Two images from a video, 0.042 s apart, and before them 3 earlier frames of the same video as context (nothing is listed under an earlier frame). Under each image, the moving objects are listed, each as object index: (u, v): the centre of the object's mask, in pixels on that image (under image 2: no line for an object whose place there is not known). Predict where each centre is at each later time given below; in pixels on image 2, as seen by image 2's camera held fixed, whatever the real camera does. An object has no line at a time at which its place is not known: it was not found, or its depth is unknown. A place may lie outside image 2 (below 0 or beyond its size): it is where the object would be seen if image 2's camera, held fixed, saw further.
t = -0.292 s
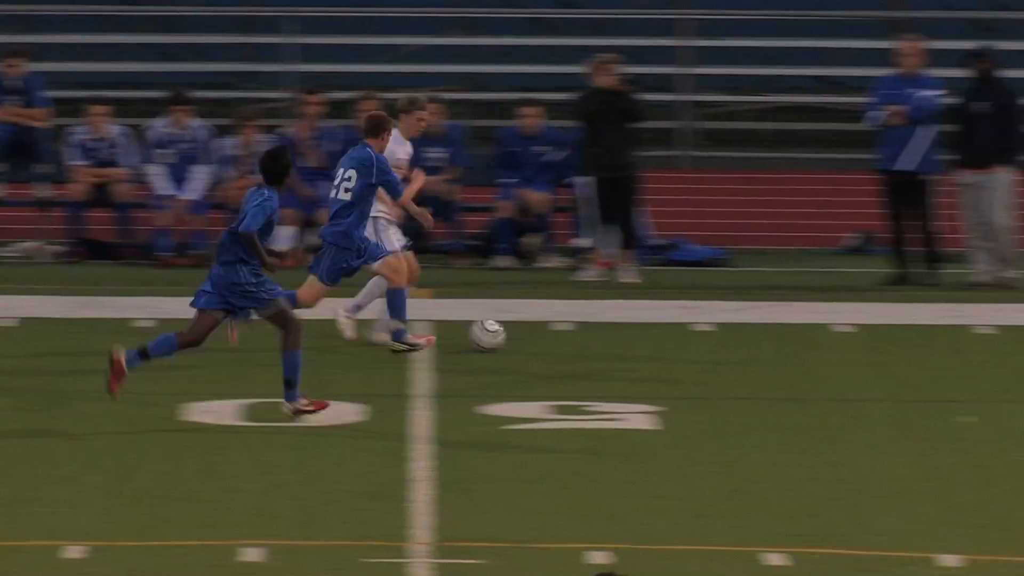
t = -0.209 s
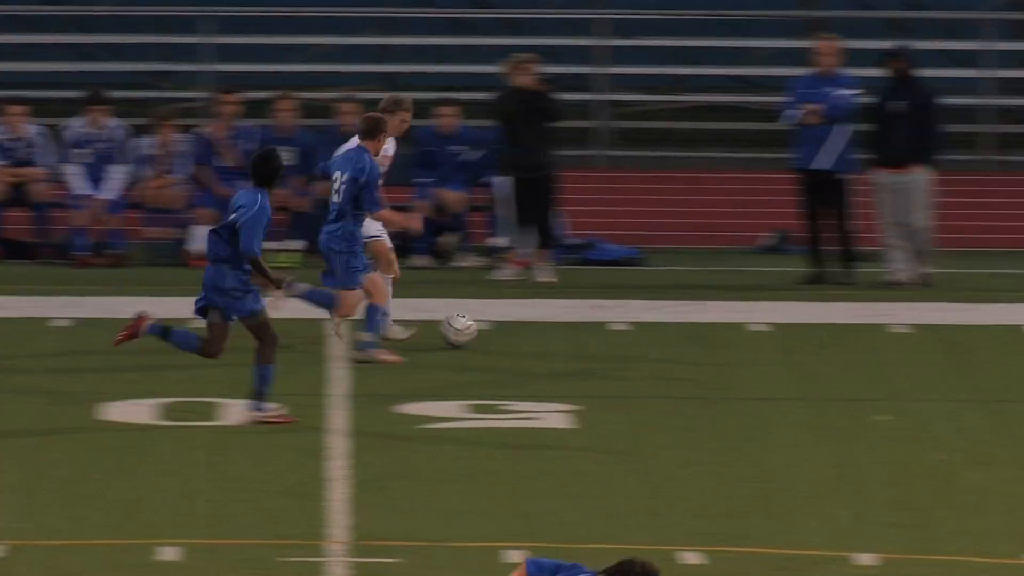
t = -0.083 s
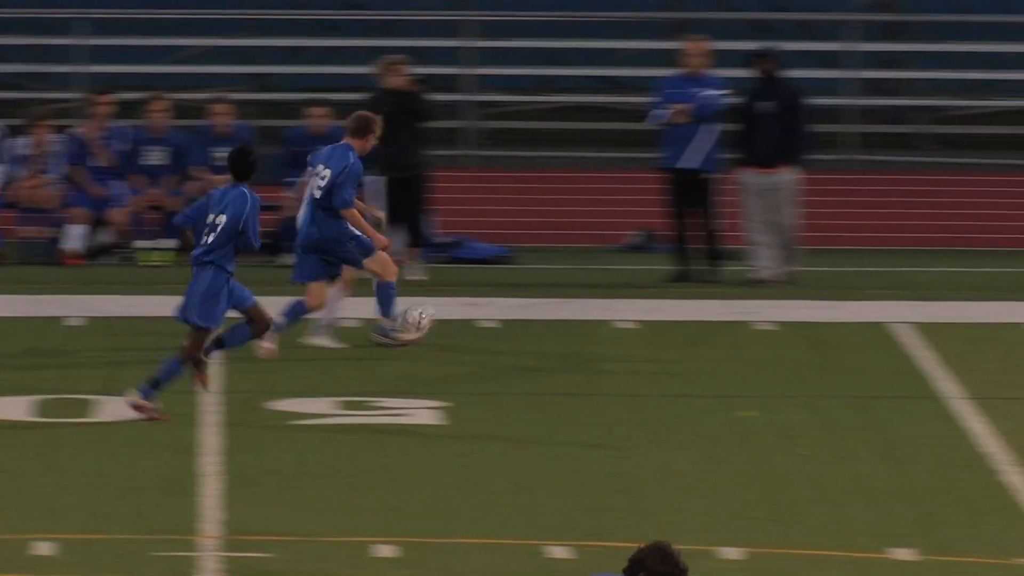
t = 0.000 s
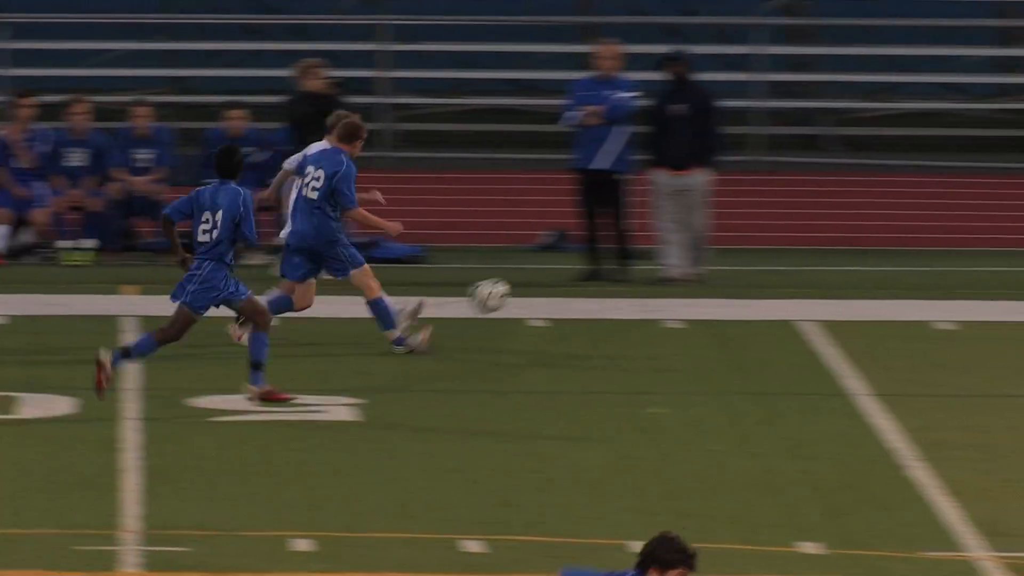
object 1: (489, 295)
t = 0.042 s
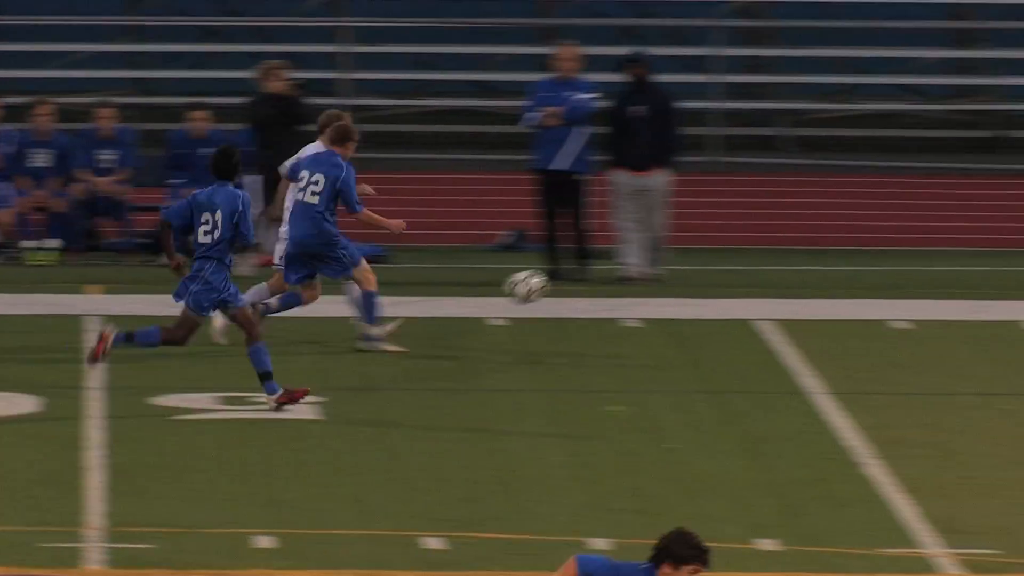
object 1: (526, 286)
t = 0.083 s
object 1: (604, 280)
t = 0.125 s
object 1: (682, 277)
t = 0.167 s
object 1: (757, 275)
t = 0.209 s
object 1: (832, 277)
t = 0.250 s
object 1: (910, 280)
